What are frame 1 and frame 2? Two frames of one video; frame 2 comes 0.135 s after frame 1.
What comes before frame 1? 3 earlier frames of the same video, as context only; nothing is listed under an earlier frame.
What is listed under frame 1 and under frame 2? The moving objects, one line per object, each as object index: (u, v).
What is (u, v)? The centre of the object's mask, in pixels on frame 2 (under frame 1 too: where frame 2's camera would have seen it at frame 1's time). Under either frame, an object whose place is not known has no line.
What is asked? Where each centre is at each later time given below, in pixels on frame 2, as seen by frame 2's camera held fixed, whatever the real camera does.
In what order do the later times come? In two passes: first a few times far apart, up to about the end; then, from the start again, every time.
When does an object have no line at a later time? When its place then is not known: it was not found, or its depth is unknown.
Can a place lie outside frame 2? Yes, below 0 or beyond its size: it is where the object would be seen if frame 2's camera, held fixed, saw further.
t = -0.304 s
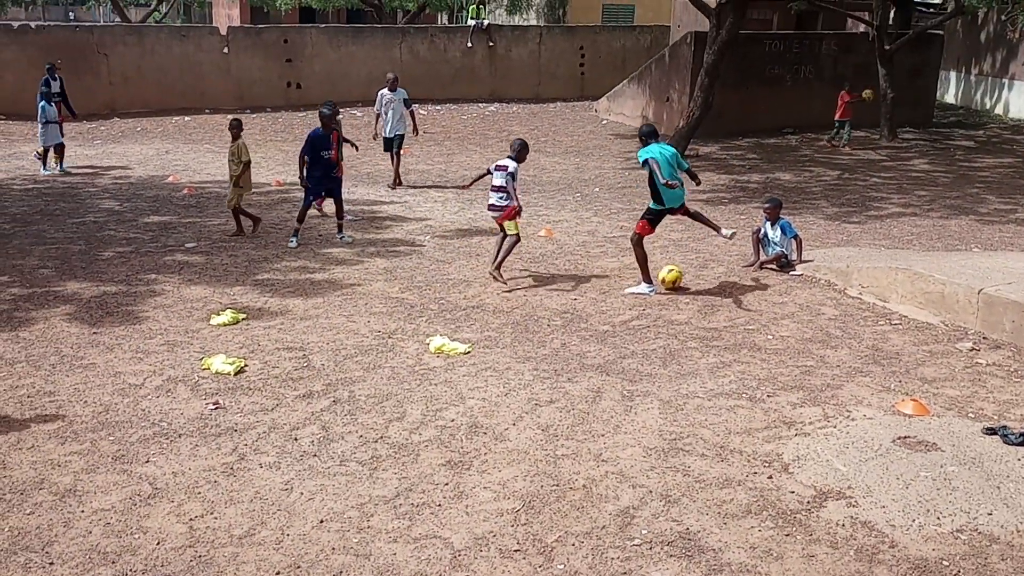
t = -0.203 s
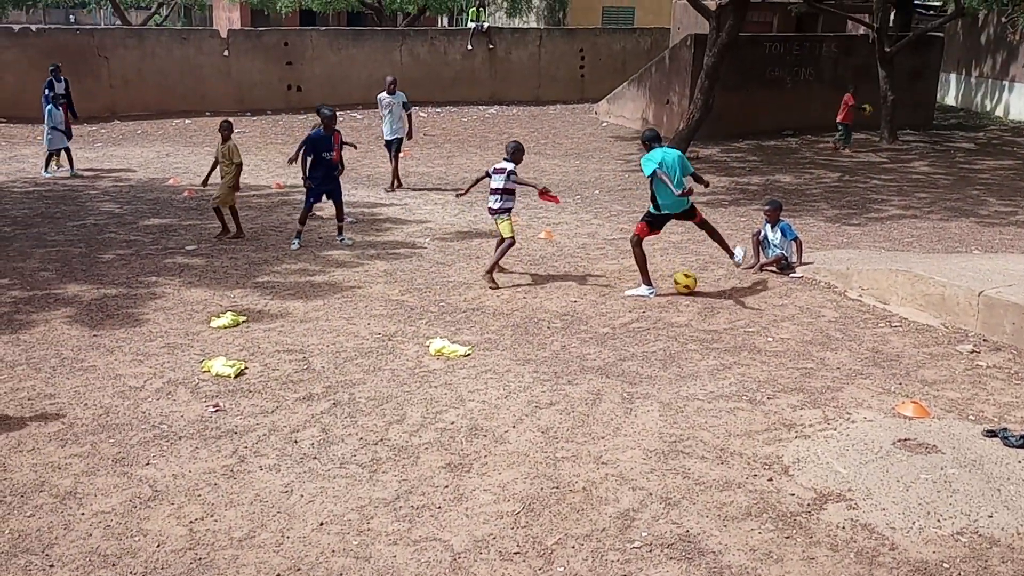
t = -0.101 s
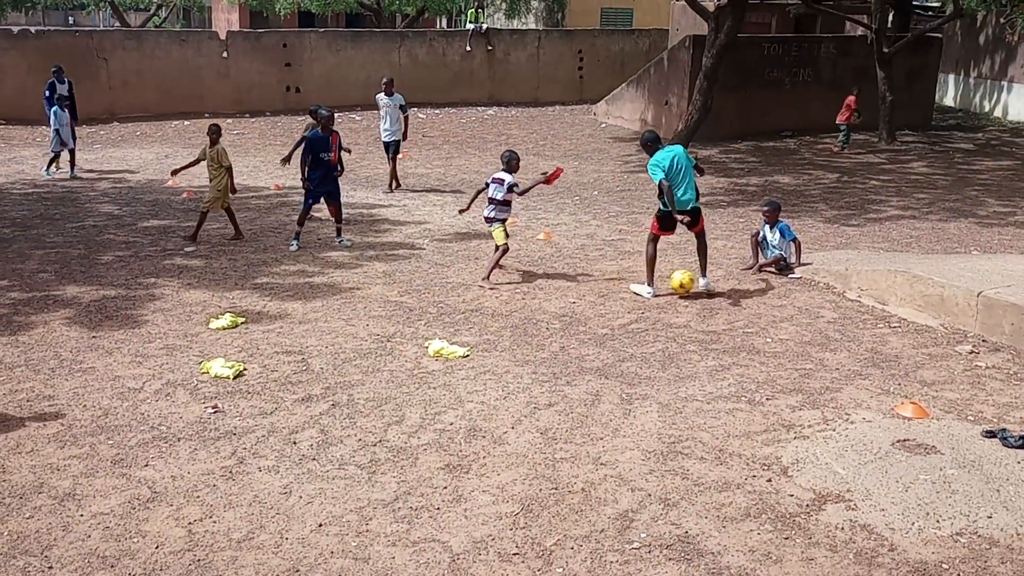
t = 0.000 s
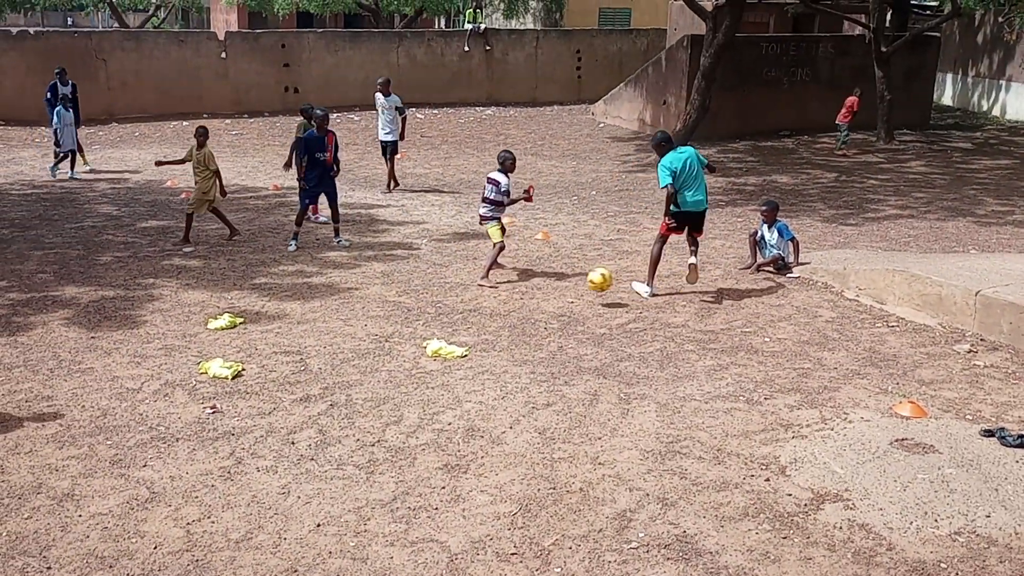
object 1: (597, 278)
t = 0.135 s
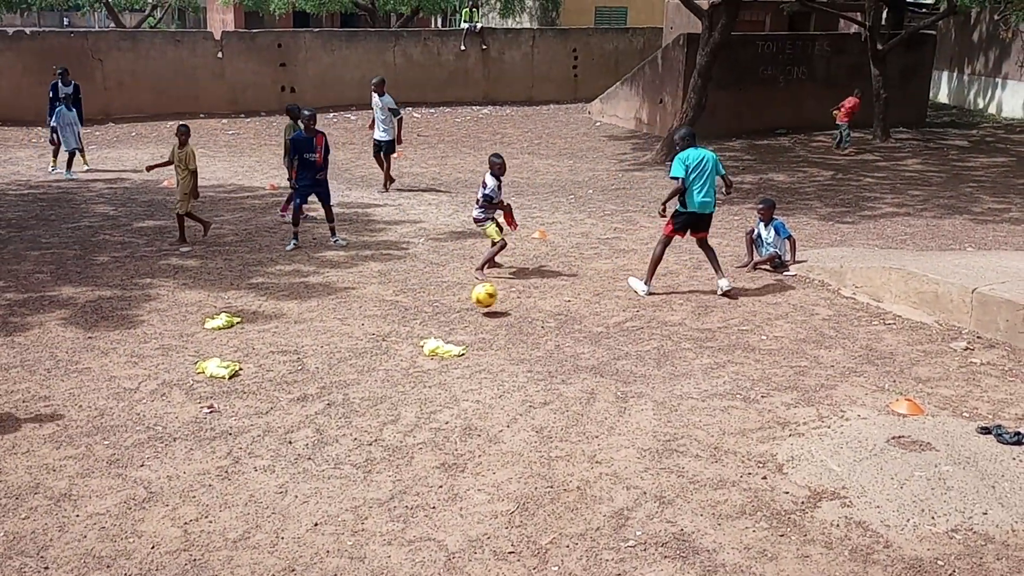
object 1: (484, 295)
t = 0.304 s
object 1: (366, 294)
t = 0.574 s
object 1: (185, 331)
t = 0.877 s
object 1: (3, 329)
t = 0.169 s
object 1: (456, 303)
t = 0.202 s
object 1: (431, 304)
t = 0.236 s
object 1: (409, 299)
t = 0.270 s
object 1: (388, 296)
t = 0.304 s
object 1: (366, 294)
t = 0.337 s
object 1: (343, 293)
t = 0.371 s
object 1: (320, 294)
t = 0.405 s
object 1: (298, 296)
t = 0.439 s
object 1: (275, 300)
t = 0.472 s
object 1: (253, 305)
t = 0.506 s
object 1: (230, 313)
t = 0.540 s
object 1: (207, 321)
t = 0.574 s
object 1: (185, 331)
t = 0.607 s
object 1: (164, 328)
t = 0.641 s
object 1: (144, 323)
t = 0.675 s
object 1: (124, 319)
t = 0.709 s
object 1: (104, 317)
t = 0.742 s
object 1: (84, 316)
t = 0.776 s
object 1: (63, 317)
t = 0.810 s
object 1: (43, 320)
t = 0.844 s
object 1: (23, 324)
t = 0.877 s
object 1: (3, 329)
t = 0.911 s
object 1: (-17, 336)
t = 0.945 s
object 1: (-36, 344)
